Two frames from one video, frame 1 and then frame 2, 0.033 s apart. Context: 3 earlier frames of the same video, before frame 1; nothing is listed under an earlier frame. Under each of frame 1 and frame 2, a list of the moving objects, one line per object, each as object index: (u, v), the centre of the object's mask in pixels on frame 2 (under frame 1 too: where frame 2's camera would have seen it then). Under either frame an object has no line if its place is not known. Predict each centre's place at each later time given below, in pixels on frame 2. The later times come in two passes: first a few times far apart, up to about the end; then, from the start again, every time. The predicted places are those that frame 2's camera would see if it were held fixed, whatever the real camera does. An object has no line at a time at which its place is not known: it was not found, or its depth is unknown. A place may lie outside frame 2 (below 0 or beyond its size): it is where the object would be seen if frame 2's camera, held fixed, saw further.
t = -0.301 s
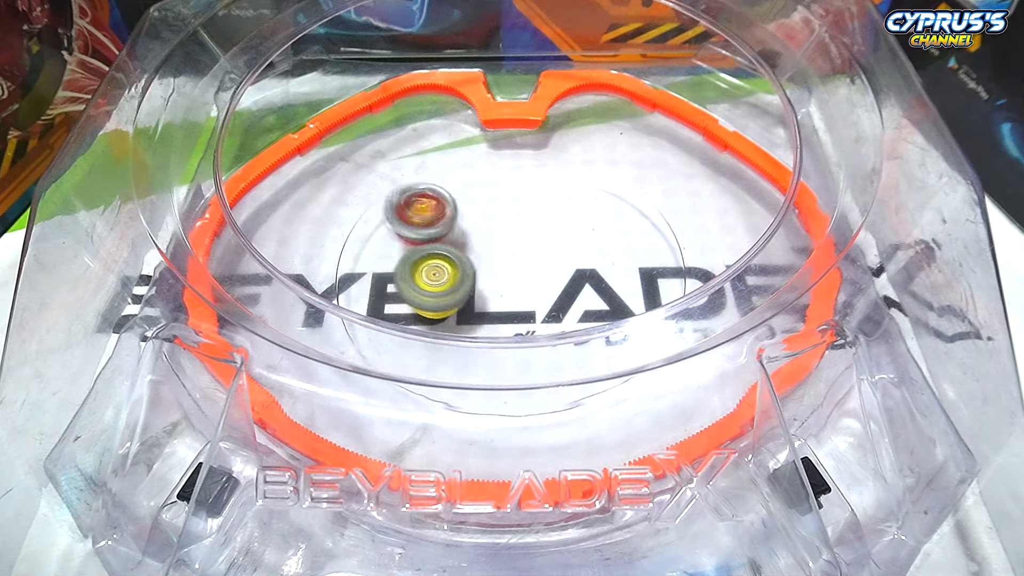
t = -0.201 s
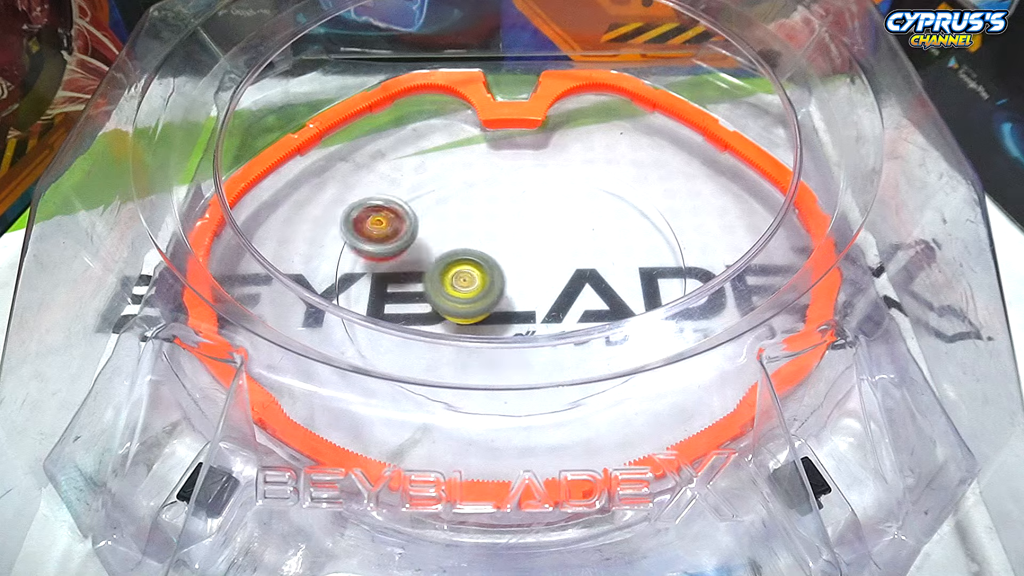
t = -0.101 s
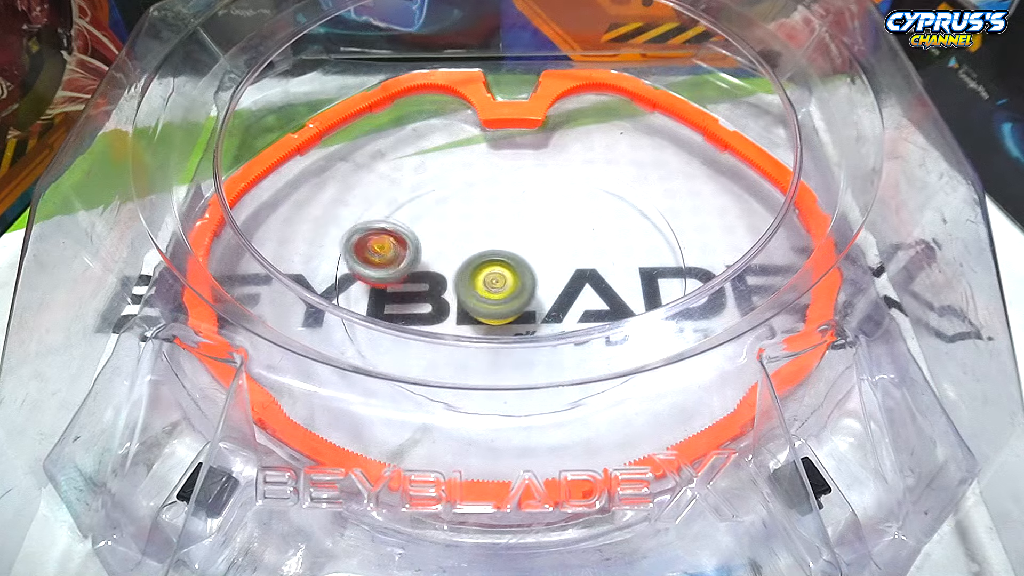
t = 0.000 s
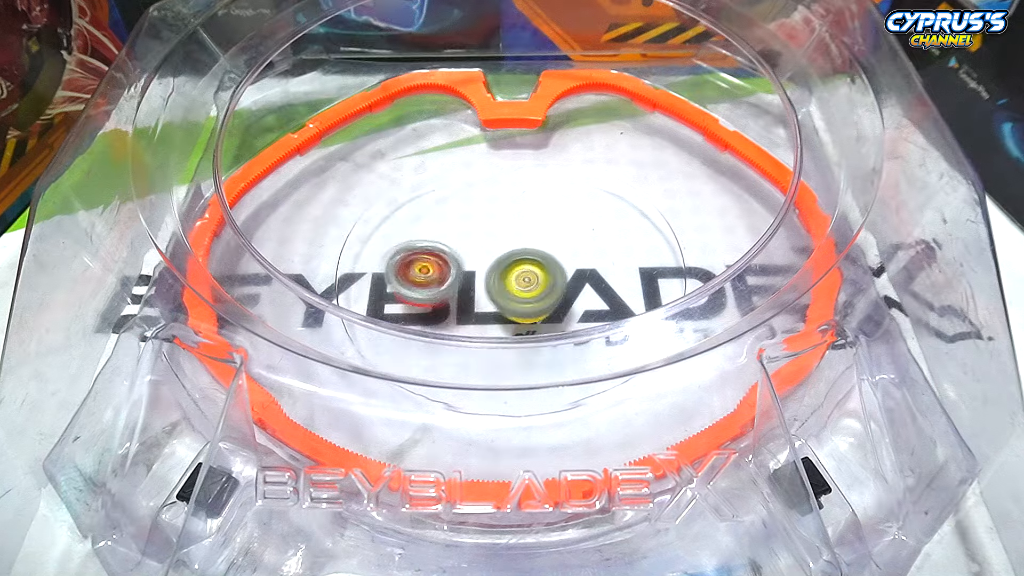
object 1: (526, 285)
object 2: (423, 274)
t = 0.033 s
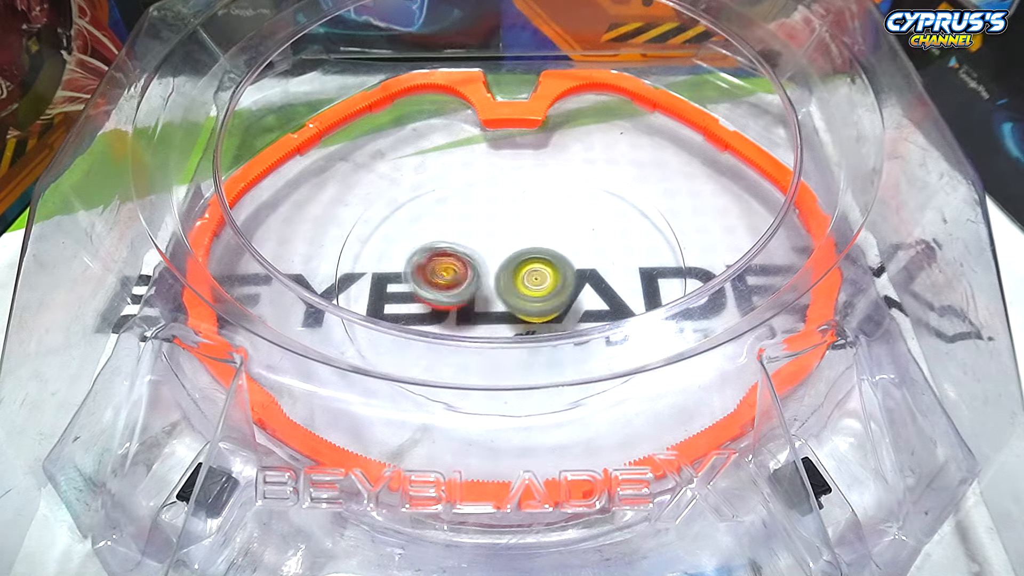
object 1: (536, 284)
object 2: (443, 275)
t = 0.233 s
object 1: (633, 276)
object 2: (514, 215)
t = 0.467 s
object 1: (676, 255)
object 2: (487, 172)
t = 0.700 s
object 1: (655, 249)
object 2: (494, 231)
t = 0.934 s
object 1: (688, 223)
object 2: (501, 272)
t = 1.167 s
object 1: (667, 214)
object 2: (471, 281)
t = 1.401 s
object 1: (593, 208)
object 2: (480, 268)
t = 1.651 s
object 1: (547, 185)
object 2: (440, 265)
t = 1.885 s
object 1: (496, 171)
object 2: (441, 303)
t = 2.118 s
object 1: (455, 174)
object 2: (517, 259)
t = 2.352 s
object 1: (411, 193)
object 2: (518, 197)
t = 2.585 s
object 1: (385, 223)
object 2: (520, 215)
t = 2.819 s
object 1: (399, 261)
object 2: (541, 269)
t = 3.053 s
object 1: (446, 294)
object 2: (562, 289)
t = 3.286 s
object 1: (464, 305)
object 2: (550, 271)
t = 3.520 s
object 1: (461, 305)
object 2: (518, 243)
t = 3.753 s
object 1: (464, 299)
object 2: (482, 236)
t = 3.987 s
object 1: (468, 296)
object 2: (484, 223)
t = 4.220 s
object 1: (497, 279)
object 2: (510, 220)
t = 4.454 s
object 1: (517, 286)
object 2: (549, 223)
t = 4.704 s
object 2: (585, 221)
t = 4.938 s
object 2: (577, 235)
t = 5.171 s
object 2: (489, 273)
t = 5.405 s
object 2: (477, 246)
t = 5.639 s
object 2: (508, 223)
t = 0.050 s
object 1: (541, 284)
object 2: (454, 275)
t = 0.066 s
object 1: (546, 283)
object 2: (465, 273)
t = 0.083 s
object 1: (559, 282)
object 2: (472, 269)
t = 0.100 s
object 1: (571, 285)
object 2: (478, 265)
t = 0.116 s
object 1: (583, 285)
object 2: (484, 260)
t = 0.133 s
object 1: (593, 285)
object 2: (491, 254)
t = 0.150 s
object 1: (602, 285)
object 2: (498, 248)
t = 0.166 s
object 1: (609, 283)
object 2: (503, 241)
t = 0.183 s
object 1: (616, 281)
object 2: (507, 234)
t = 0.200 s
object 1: (622, 279)
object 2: (511, 228)
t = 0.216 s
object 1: (628, 278)
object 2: (513, 221)
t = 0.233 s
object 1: (633, 276)
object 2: (514, 215)
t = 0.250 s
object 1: (638, 274)
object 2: (515, 208)
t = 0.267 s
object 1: (644, 272)
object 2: (516, 201)
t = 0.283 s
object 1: (648, 270)
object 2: (515, 196)
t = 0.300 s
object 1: (653, 268)
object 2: (514, 190)
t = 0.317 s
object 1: (657, 267)
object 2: (512, 185)
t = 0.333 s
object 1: (661, 265)
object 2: (509, 181)
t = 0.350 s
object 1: (664, 263)
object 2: (506, 177)
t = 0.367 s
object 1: (668, 261)
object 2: (503, 175)
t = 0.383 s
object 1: (671, 261)
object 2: (501, 173)
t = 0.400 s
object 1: (673, 259)
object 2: (497, 172)
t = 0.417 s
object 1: (676, 258)
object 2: (495, 171)
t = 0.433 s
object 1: (678, 257)
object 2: (492, 171)
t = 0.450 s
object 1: (678, 256)
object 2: (490, 172)
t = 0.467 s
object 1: (676, 255)
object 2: (487, 172)
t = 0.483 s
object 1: (674, 254)
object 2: (485, 174)
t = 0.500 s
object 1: (673, 253)
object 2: (483, 176)
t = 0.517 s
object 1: (671, 251)
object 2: (481, 179)
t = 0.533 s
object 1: (669, 251)
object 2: (480, 182)
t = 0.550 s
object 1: (669, 250)
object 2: (479, 185)
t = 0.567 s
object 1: (667, 250)
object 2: (478, 189)
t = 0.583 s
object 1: (667, 249)
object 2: (478, 193)
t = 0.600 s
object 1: (666, 250)
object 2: (478, 198)
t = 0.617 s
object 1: (665, 250)
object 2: (479, 203)
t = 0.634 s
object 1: (664, 249)
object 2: (481, 209)
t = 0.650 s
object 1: (662, 250)
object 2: (483, 214)
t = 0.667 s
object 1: (660, 250)
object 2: (486, 220)
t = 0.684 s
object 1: (657, 250)
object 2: (490, 226)
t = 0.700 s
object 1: (655, 249)
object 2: (494, 231)
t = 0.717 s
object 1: (652, 249)
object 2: (499, 237)
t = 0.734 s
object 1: (649, 248)
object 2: (504, 242)
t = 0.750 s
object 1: (645, 248)
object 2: (510, 247)
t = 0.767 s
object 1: (641, 248)
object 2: (517, 252)
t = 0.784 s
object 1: (637, 248)
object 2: (524, 256)
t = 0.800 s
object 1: (633, 248)
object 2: (532, 260)
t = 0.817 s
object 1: (628, 247)
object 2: (540, 262)
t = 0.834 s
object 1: (628, 245)
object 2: (543, 264)
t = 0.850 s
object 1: (644, 238)
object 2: (535, 264)
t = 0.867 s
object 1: (657, 236)
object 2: (526, 267)
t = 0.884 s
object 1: (670, 235)
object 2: (517, 268)
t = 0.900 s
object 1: (679, 231)
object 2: (510, 270)
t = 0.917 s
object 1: (685, 226)
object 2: (505, 271)
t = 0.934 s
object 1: (688, 223)
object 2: (501, 272)
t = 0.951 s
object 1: (690, 222)
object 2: (497, 273)
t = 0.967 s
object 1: (690, 222)
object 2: (494, 275)
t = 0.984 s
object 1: (690, 222)
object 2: (491, 276)
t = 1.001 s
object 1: (689, 221)
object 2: (489, 277)
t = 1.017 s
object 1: (688, 221)
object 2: (486, 278)
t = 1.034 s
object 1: (688, 220)
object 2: (485, 278)
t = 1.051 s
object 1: (688, 220)
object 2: (482, 279)
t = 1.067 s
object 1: (687, 219)
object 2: (479, 279)
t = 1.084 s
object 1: (685, 219)
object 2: (478, 280)
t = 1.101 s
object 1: (683, 218)
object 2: (476, 280)
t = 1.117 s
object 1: (680, 217)
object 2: (475, 281)
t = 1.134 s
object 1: (676, 217)
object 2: (474, 281)
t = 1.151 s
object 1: (671, 216)
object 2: (473, 281)
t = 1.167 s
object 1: (667, 214)
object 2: (471, 281)
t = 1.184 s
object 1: (662, 213)
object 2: (471, 281)
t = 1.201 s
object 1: (658, 212)
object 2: (471, 280)
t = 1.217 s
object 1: (654, 211)
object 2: (469, 281)
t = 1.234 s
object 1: (649, 210)
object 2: (470, 279)
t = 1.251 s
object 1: (644, 210)
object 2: (470, 280)
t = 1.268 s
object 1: (639, 208)
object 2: (470, 279)
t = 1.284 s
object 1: (633, 208)
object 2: (471, 279)
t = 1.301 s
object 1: (628, 208)
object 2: (471, 278)
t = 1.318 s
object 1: (622, 208)
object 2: (473, 276)
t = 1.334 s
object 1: (617, 208)
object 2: (473, 275)
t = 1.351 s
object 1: (611, 208)
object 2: (475, 273)
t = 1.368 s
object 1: (605, 208)
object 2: (476, 272)
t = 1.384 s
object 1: (599, 208)
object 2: (478, 270)
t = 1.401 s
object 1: (593, 208)
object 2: (480, 268)
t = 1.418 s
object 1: (588, 207)
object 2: (481, 266)
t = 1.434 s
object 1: (582, 207)
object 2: (482, 264)
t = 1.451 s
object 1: (576, 207)
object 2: (484, 262)
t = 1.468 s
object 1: (570, 207)
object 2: (486, 259)
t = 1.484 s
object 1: (564, 207)
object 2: (488, 256)
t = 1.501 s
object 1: (558, 207)
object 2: (489, 254)
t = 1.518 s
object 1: (551, 207)
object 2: (490, 251)
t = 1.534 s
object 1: (545, 207)
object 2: (490, 249)
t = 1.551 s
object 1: (541, 206)
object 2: (488, 247)
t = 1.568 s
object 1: (544, 201)
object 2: (478, 249)
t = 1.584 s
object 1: (546, 196)
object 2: (469, 252)
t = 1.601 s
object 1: (548, 192)
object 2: (460, 255)
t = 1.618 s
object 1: (549, 189)
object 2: (454, 258)
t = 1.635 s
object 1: (548, 187)
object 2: (447, 261)
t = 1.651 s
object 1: (547, 185)
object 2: (440, 265)
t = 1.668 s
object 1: (544, 184)
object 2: (434, 268)
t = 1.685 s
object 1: (541, 184)
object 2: (429, 272)
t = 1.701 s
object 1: (538, 183)
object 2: (424, 276)
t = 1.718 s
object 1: (534, 182)
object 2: (421, 281)
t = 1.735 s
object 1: (530, 181)
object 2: (419, 285)
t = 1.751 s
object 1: (526, 179)
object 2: (418, 290)
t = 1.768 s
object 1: (522, 178)
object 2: (418, 292)
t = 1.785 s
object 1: (519, 177)
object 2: (419, 295)
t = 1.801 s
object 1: (515, 176)
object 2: (421, 297)
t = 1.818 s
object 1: (511, 174)
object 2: (424, 299)
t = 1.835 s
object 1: (507, 173)
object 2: (427, 300)
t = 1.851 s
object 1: (503, 173)
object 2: (431, 302)
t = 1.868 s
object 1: (500, 172)
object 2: (436, 303)
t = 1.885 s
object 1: (496, 171)
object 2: (441, 303)
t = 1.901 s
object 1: (493, 170)
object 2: (447, 304)
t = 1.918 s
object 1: (489, 170)
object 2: (452, 304)
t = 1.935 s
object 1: (486, 168)
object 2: (458, 305)
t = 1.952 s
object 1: (483, 169)
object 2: (465, 303)
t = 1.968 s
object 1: (479, 169)
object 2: (470, 302)
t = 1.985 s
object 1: (476, 169)
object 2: (477, 300)
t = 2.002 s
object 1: (474, 169)
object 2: (485, 297)
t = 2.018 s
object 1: (470, 169)
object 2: (491, 293)
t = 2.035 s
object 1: (468, 170)
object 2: (496, 289)
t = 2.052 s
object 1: (465, 170)
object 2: (502, 283)
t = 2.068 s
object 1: (463, 170)
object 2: (506, 277)
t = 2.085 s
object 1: (460, 172)
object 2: (511, 271)
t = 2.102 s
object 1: (458, 173)
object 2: (514, 265)
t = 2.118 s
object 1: (455, 174)
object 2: (517, 259)
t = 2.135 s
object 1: (453, 175)
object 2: (519, 253)
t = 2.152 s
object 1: (451, 176)
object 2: (520, 246)
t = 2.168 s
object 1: (449, 178)
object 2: (521, 240)
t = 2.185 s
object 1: (448, 179)
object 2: (521, 233)
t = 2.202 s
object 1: (446, 181)
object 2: (520, 228)
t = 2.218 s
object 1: (444, 183)
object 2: (518, 222)
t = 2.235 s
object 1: (443, 185)
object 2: (517, 215)
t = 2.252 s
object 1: (442, 187)
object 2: (514, 210)
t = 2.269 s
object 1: (440, 189)
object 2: (513, 206)
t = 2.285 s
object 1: (431, 188)
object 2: (515, 203)
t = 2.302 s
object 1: (424, 189)
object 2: (517, 201)
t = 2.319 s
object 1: (417, 190)
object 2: (517, 199)
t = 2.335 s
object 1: (413, 191)
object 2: (518, 198)
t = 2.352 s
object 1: (411, 193)
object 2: (518, 197)
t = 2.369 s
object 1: (408, 194)
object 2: (519, 197)
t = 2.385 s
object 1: (405, 196)
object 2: (519, 196)
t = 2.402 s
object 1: (402, 199)
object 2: (519, 196)
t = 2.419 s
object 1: (399, 200)
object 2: (519, 196)
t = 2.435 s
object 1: (397, 202)
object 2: (519, 197)
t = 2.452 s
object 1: (395, 205)
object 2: (519, 198)
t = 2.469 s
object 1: (393, 206)
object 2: (519, 199)
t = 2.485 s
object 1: (391, 208)
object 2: (519, 201)
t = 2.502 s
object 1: (390, 211)
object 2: (519, 203)
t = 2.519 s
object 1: (388, 213)
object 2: (519, 204)
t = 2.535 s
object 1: (387, 215)
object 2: (519, 207)
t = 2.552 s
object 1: (386, 218)
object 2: (519, 209)
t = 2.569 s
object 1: (386, 220)
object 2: (520, 212)
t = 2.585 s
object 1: (385, 223)
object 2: (520, 215)
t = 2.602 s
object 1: (385, 226)
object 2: (520, 218)
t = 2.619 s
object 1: (385, 228)
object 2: (521, 221)
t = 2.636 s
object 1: (385, 231)
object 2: (521, 225)
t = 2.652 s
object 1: (385, 233)
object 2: (522, 230)
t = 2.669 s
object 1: (386, 236)
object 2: (523, 234)
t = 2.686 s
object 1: (387, 239)
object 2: (525, 238)
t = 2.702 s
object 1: (388, 242)
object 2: (526, 242)
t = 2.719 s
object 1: (389, 245)
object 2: (527, 246)
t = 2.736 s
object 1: (390, 247)
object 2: (529, 250)
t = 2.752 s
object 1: (391, 250)
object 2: (531, 254)
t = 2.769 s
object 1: (393, 253)
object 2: (533, 257)
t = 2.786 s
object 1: (395, 256)
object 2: (535, 261)
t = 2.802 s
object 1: (397, 258)
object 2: (538, 265)
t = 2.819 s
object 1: (399, 261)
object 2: (541, 269)
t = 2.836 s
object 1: (402, 264)
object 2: (543, 271)
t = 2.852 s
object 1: (405, 267)
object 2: (547, 274)
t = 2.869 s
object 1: (407, 269)
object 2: (548, 277)
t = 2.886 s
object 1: (410, 272)
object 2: (550, 278)
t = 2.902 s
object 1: (413, 274)
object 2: (552, 281)
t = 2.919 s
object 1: (416, 277)
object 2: (554, 283)
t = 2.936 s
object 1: (419, 279)
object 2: (556, 285)
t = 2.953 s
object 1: (423, 281)
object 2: (558, 285)
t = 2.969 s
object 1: (426, 284)
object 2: (559, 287)
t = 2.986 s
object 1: (430, 286)
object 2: (560, 288)
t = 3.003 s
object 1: (434, 288)
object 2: (561, 288)
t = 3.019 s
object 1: (438, 290)
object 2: (562, 289)
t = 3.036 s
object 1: (442, 292)
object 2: (561, 289)
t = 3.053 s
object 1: (446, 294)
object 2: (562, 289)
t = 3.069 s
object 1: (450, 296)
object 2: (562, 290)
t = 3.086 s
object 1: (454, 297)
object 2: (561, 289)
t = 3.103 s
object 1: (457, 298)
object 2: (560, 289)
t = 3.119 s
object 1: (461, 299)
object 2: (560, 288)
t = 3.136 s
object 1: (465, 300)
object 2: (559, 287)
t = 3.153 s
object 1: (469, 301)
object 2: (556, 288)
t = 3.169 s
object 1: (473, 302)
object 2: (554, 285)
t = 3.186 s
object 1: (476, 302)
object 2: (552, 283)
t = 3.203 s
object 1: (477, 303)
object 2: (552, 282)
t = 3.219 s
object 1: (473, 304)
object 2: (553, 279)
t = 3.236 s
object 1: (469, 305)
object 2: (553, 277)
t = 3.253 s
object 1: (465, 305)
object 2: (552, 274)
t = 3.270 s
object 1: (464, 305)
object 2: (551, 273)
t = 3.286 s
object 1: (464, 305)
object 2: (550, 271)
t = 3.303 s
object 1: (464, 304)
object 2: (547, 270)
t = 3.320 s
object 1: (466, 303)
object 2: (546, 267)
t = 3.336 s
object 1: (468, 302)
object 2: (542, 265)
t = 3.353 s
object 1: (470, 301)
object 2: (540, 264)
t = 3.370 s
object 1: (472, 301)
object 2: (537, 262)
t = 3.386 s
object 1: (474, 301)
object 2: (534, 260)
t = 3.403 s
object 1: (474, 300)
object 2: (532, 257)
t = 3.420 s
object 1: (471, 301)
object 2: (530, 255)
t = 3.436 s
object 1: (468, 303)
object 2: (529, 253)
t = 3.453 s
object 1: (465, 303)
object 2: (527, 251)
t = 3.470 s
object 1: (464, 304)
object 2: (524, 249)
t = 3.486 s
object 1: (463, 304)
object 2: (522, 247)
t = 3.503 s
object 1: (462, 305)
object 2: (520, 245)
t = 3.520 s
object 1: (461, 305)
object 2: (518, 243)
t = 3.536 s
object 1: (460, 305)
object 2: (515, 242)
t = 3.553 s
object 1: (460, 305)
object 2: (513, 241)
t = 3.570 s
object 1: (460, 305)
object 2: (510, 239)
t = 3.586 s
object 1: (459, 305)
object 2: (506, 238)
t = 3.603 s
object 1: (459, 305)
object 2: (504, 237)
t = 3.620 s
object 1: (459, 305)
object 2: (501, 236)
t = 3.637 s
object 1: (459, 305)
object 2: (498, 236)
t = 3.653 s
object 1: (460, 304)
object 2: (495, 235)
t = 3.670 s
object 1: (460, 303)
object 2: (493, 236)
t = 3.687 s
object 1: (461, 303)
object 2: (490, 235)
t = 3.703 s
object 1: (462, 302)
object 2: (487, 235)
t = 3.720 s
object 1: (463, 301)
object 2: (486, 236)
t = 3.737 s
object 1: (463, 300)
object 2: (483, 235)
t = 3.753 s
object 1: (464, 299)
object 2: (482, 236)
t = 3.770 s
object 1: (464, 298)
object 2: (480, 236)
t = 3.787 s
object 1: (464, 298)
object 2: (479, 237)
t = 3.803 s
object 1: (464, 298)
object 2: (478, 236)
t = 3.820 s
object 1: (463, 299)
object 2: (478, 235)
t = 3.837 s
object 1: (462, 300)
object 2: (479, 232)
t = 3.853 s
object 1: (462, 300)
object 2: (478, 231)
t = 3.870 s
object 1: (461, 300)
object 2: (478, 229)
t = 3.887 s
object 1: (462, 299)
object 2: (479, 229)
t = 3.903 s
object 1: (463, 299)
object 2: (480, 227)
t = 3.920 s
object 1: (464, 299)
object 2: (480, 226)
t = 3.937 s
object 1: (465, 298)
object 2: (481, 225)
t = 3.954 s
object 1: (466, 297)
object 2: (481, 224)
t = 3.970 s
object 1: (467, 297)
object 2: (482, 224)
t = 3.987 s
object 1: (468, 296)
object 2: (484, 223)
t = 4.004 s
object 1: (469, 295)
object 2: (485, 222)
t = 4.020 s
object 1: (471, 294)
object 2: (486, 221)
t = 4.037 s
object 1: (473, 292)
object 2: (488, 222)
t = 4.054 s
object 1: (475, 291)
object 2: (490, 221)
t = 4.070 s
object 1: (477, 289)
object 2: (492, 221)
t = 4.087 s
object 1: (479, 288)
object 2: (493, 221)
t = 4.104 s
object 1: (481, 286)
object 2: (495, 221)
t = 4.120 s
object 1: (484, 285)
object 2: (497, 220)
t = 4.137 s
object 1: (486, 283)
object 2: (498, 221)
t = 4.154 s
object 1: (488, 282)
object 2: (500, 220)
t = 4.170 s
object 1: (491, 280)
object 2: (503, 221)
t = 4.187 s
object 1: (494, 278)
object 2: (505, 220)
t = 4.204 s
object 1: (496, 278)
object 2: (507, 219)
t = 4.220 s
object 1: (497, 279)
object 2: (510, 220)
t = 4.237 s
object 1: (497, 279)
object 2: (512, 221)
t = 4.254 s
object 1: (499, 279)
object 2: (515, 221)
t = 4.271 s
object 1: (502, 278)
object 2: (517, 220)
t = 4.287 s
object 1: (504, 278)
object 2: (520, 221)
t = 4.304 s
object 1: (506, 278)
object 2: (522, 221)
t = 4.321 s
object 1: (507, 280)
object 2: (526, 222)
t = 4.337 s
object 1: (508, 282)
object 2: (530, 221)
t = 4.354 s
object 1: (509, 284)
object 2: (533, 222)
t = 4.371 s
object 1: (510, 284)
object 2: (536, 222)
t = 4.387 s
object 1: (512, 285)
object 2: (540, 222)
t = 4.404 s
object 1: (513, 285)
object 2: (542, 222)
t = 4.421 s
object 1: (515, 286)
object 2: (544, 222)
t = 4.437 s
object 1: (516, 286)
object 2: (546, 222)
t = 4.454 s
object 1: (517, 286)
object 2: (549, 223)
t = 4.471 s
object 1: (518, 287)
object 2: (551, 223)
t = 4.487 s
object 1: (518, 287)
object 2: (553, 224)
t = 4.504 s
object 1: (519, 287)
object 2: (553, 224)
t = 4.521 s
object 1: (520, 288)
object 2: (555, 225)
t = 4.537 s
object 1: (521, 287)
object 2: (555, 227)
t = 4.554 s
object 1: (521, 288)
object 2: (557, 228)
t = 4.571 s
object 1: (522, 288)
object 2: (558, 229)
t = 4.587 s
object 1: (522, 288)
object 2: (558, 230)
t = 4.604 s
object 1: (523, 288)
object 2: (559, 232)
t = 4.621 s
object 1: (523, 288)
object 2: (560, 233)
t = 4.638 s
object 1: (524, 288)
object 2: (559, 234)
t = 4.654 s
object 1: (520, 291)
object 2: (563, 234)
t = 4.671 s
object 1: (507, 297)
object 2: (570, 230)
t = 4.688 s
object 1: (496, 304)
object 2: (578, 225)
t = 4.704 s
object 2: (585, 221)
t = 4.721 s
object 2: (590, 218)
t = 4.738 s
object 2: (595, 216)
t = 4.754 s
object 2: (599, 215)
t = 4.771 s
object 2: (601, 215)
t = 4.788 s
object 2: (602, 217)
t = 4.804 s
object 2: (602, 218)
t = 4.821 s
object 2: (601, 220)
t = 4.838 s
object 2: (599, 223)
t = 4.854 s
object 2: (595, 225)
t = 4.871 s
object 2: (593, 228)
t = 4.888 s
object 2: (589, 231)
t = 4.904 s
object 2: (586, 231)
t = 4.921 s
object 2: (581, 233)
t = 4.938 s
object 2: (577, 235)
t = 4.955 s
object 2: (573, 239)
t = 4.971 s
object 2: (569, 245)
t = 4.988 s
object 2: (563, 244)
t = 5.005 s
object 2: (557, 244)
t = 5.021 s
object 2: (550, 247)
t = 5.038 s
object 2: (547, 250)
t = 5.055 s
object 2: (539, 252)
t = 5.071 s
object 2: (530, 252)
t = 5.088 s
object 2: (524, 253)
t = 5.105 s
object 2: (519, 258)
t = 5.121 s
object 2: (512, 265)
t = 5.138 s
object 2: (504, 270)
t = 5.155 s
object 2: (498, 271)
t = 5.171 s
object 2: (489, 273)
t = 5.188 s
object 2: (480, 273)
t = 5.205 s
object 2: (473, 273)
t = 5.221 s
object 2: (470, 275)
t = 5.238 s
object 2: (469, 274)
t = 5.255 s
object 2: (467, 271)
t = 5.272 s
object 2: (465, 269)
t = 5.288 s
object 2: (465, 267)
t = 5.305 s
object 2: (465, 266)
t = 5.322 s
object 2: (467, 264)
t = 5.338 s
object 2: (469, 261)
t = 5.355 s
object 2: (471, 256)
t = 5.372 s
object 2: (474, 253)
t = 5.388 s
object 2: (476, 249)
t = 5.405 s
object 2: (477, 246)
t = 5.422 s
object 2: (478, 243)
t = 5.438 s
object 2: (479, 241)
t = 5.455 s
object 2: (481, 240)
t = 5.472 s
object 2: (484, 238)
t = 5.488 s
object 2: (487, 235)
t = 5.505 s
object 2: (490, 234)
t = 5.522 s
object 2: (492, 231)
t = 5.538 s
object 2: (494, 230)
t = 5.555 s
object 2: (496, 229)
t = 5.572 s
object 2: (497, 227)
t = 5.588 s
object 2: (497, 226)
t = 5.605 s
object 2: (500, 226)
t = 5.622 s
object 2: (505, 226)
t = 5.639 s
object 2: (508, 223)
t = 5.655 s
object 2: (511, 224)
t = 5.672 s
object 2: (513, 224)
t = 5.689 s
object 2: (515, 225)
